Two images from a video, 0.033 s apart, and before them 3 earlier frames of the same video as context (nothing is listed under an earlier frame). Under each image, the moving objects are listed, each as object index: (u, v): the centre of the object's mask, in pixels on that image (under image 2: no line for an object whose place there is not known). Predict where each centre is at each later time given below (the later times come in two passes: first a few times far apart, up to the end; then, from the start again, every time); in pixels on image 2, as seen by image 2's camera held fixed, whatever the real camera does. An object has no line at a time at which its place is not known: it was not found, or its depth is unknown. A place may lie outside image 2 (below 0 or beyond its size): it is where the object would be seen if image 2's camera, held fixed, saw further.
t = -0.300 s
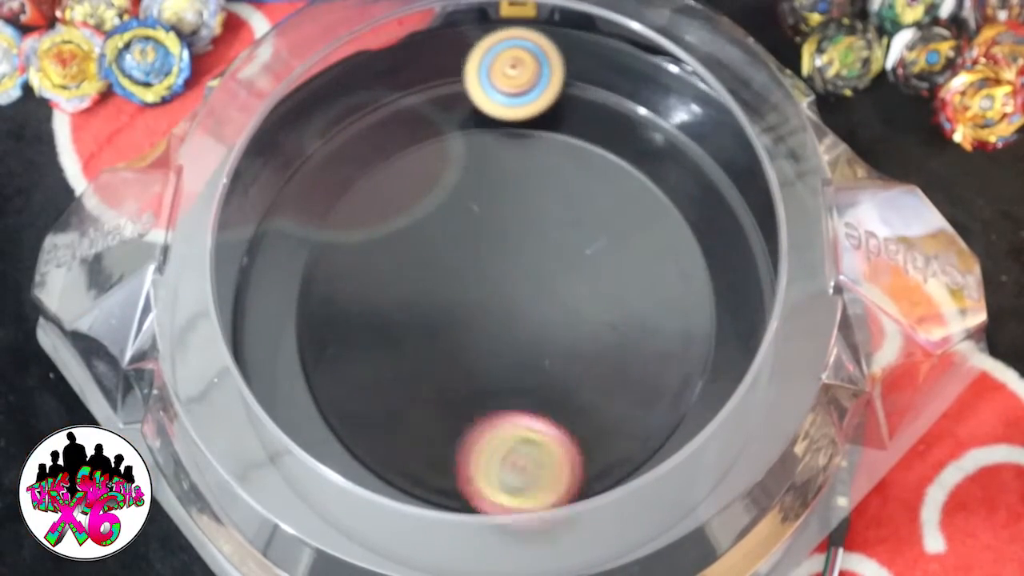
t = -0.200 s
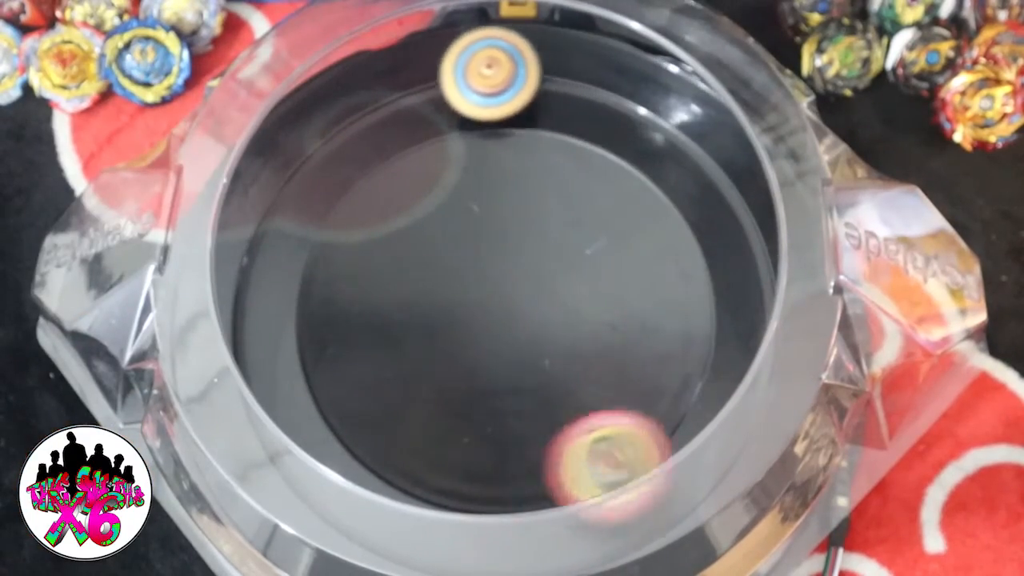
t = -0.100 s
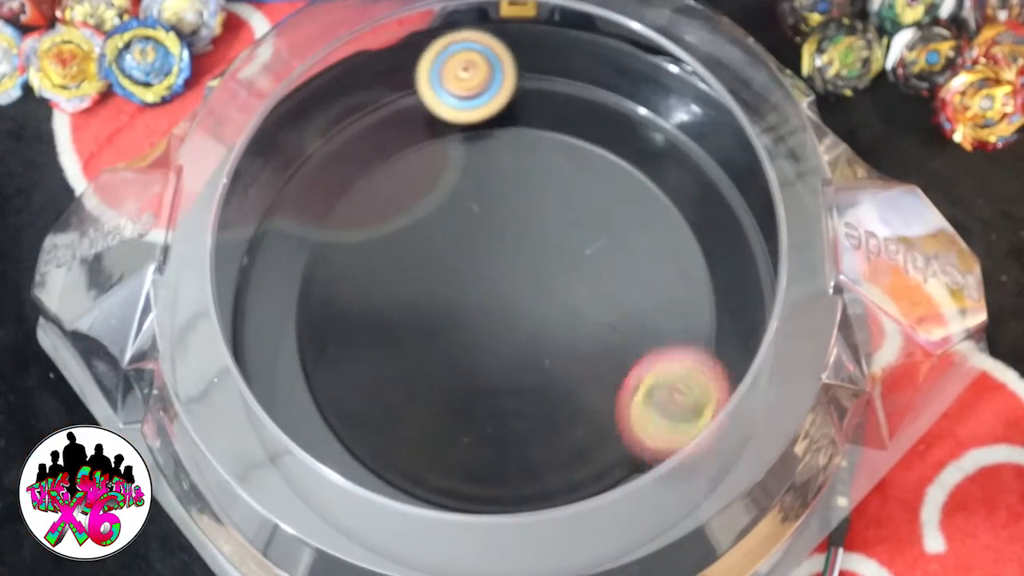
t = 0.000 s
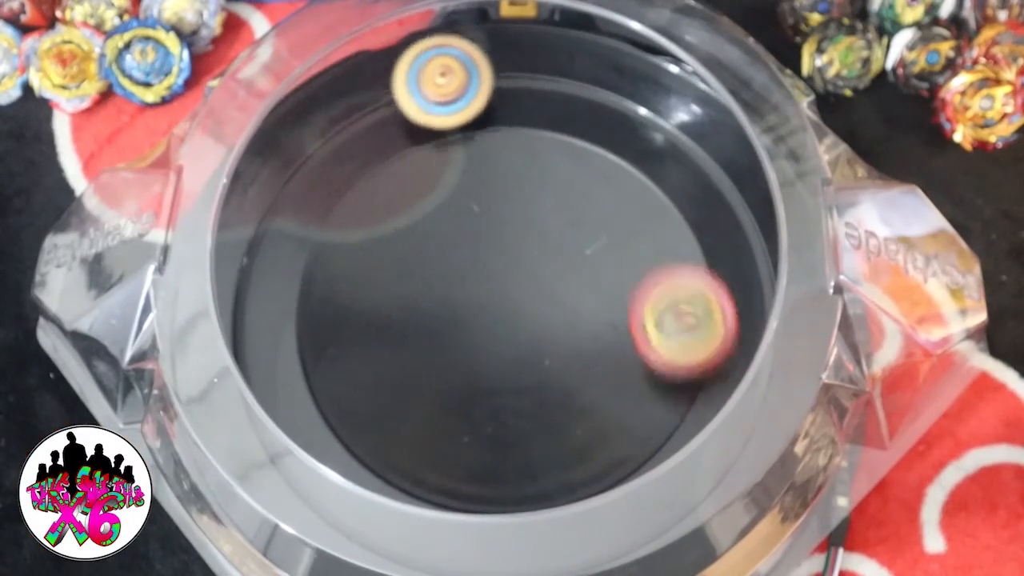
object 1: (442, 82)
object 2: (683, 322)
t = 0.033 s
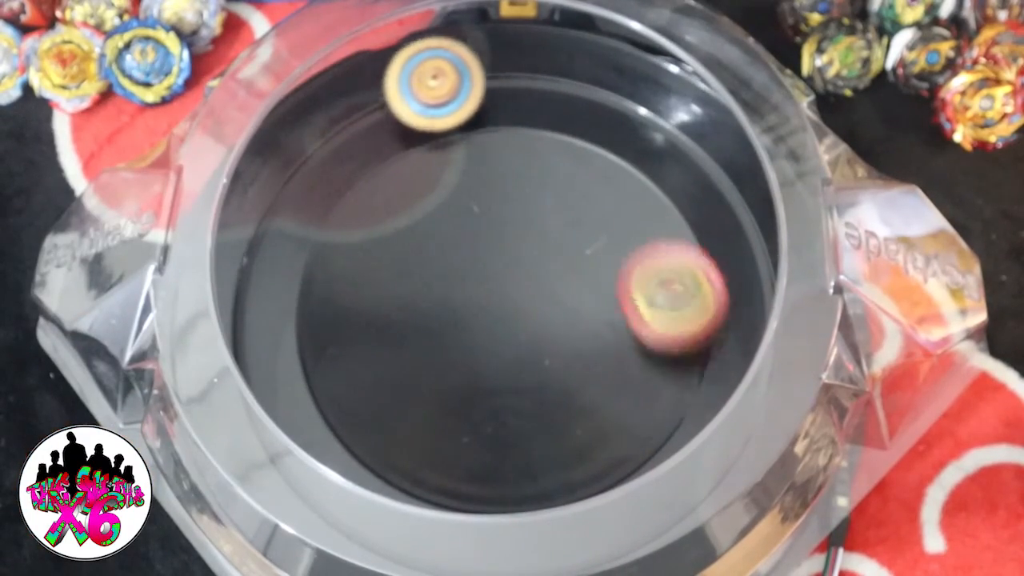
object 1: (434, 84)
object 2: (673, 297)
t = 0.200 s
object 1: (394, 100)
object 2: (544, 217)
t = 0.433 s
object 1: (342, 133)
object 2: (368, 332)
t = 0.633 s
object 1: (307, 169)
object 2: (418, 468)
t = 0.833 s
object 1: (282, 214)
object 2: (451, 537)
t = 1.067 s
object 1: (271, 276)
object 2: (403, 534)
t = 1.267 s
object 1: (281, 331)
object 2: (378, 526)
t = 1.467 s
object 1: (307, 383)
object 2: (349, 513)
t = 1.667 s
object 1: (337, 363)
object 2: (399, 528)
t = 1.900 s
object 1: (430, 306)
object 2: (450, 501)
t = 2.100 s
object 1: (518, 314)
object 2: (569, 427)
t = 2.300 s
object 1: (538, 247)
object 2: (673, 339)
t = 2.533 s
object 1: (524, 209)
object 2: (713, 231)
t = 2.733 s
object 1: (546, 214)
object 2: (751, 224)
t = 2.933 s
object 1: (547, 238)
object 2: (728, 231)
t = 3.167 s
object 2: (661, 243)
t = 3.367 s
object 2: (534, 201)
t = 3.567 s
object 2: (419, 213)
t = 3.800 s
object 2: (435, 233)
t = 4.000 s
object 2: (463, 277)
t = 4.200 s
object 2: (524, 241)
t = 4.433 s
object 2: (476, 207)
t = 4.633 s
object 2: (498, 308)
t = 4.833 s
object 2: (589, 293)
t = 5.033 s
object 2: (596, 216)
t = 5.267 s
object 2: (489, 273)
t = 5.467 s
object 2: (512, 369)
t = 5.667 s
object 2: (603, 380)
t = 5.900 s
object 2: (594, 297)
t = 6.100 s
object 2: (478, 304)
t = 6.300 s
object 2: (444, 385)
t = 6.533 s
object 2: (509, 450)
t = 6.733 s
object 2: (552, 362)
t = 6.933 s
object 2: (484, 281)
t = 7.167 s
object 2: (386, 303)
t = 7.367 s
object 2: (389, 371)
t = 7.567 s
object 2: (493, 360)
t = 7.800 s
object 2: (521, 257)
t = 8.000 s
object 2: (458, 207)
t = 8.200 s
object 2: (412, 257)
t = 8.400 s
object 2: (463, 324)
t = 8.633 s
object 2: (432, 316)
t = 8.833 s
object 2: (429, 348)
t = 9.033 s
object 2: (454, 369)
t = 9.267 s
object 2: (477, 386)
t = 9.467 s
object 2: (500, 375)
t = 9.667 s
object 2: (510, 387)
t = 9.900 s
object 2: (517, 395)
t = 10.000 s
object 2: (520, 387)
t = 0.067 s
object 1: (426, 87)
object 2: (655, 272)
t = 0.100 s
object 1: (418, 90)
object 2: (633, 252)
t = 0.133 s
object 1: (410, 93)
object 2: (606, 235)
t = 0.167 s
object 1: (402, 97)
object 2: (576, 224)
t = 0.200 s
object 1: (394, 100)
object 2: (544, 217)
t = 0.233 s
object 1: (386, 104)
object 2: (510, 217)
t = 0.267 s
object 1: (379, 108)
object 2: (477, 223)
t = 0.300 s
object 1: (371, 113)
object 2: (445, 236)
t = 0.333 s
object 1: (363, 118)
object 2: (417, 255)
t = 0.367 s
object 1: (356, 122)
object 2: (394, 278)
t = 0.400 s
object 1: (349, 128)
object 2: (377, 304)
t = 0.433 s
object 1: (342, 133)
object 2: (368, 332)
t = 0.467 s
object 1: (336, 139)
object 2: (364, 359)
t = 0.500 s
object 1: (330, 145)
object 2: (365, 386)
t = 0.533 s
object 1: (324, 150)
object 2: (369, 413)
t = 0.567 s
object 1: (318, 156)
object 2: (380, 436)
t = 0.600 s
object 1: (312, 162)
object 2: (397, 453)
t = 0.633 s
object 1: (307, 169)
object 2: (418, 468)
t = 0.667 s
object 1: (301, 176)
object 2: (437, 494)
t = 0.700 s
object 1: (297, 183)
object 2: (452, 507)
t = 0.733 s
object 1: (293, 190)
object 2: (464, 521)
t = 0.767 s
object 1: (289, 198)
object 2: (467, 529)
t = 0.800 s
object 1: (286, 206)
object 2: (462, 533)
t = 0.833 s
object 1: (282, 214)
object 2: (451, 537)
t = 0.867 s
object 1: (280, 222)
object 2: (439, 539)
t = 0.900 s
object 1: (277, 231)
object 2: (431, 540)
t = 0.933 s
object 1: (275, 239)
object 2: (429, 537)
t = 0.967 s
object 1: (273, 249)
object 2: (422, 535)
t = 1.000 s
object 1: (272, 257)
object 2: (414, 535)
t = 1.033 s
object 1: (271, 267)
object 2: (405, 535)
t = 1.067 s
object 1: (271, 276)
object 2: (403, 534)
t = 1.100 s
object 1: (272, 285)
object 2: (403, 532)
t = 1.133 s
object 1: (273, 295)
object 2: (398, 531)
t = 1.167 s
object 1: (274, 304)
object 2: (391, 530)
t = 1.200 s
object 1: (276, 313)
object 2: (384, 529)
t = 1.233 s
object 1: (278, 322)
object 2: (380, 528)
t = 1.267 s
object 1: (281, 331)
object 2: (378, 526)
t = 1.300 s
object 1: (284, 340)
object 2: (373, 525)
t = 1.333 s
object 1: (288, 349)
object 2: (368, 524)
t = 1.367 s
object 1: (292, 357)
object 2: (362, 521)
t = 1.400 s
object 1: (296, 366)
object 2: (357, 519)
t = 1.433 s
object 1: (302, 375)
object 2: (353, 517)
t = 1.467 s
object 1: (307, 383)
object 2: (349, 513)
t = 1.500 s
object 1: (313, 392)
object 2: (345, 510)
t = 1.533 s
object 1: (316, 394)
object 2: (343, 517)
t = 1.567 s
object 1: (316, 389)
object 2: (354, 521)
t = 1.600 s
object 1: (321, 383)
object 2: (372, 525)
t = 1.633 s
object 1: (328, 373)
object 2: (387, 528)
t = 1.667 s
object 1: (337, 363)
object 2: (399, 528)
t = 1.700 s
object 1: (348, 353)
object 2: (409, 530)
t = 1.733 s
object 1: (359, 343)
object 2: (418, 527)
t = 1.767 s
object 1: (372, 334)
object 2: (425, 526)
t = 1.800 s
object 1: (385, 326)
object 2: (433, 522)
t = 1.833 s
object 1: (399, 317)
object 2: (439, 518)
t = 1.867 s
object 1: (414, 311)
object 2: (444, 510)
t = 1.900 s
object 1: (430, 306)
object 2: (450, 501)
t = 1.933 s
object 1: (445, 303)
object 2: (460, 492)
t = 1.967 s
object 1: (460, 303)
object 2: (476, 480)
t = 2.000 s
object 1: (476, 303)
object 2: (497, 466)
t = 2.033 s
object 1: (491, 306)
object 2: (522, 458)
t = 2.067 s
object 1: (505, 309)
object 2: (547, 445)
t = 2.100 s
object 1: (518, 314)
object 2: (569, 427)
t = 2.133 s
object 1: (529, 318)
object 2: (590, 407)
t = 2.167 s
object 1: (524, 303)
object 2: (616, 402)
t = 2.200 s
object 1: (517, 282)
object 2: (641, 397)
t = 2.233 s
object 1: (514, 265)
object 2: (658, 383)
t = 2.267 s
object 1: (521, 254)
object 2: (668, 363)
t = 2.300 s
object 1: (538, 247)
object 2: (673, 339)
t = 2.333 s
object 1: (559, 244)
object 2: (674, 314)
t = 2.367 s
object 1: (574, 244)
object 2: (672, 289)
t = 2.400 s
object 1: (562, 234)
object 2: (688, 277)
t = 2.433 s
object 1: (543, 223)
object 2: (703, 267)
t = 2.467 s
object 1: (531, 216)
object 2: (707, 253)
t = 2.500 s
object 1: (526, 211)
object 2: (708, 240)
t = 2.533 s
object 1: (524, 209)
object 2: (713, 231)
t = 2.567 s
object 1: (526, 209)
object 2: (720, 228)
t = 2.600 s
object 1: (529, 210)
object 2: (727, 227)
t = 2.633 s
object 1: (534, 210)
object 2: (733, 226)
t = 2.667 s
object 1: (539, 211)
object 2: (737, 226)
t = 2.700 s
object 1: (542, 212)
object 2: (741, 226)
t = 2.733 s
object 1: (546, 214)
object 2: (751, 224)
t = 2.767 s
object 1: (548, 216)
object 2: (746, 224)
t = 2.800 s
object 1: (549, 220)
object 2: (742, 223)
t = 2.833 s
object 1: (549, 224)
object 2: (740, 224)
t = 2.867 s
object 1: (549, 229)
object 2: (734, 227)
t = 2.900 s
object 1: (548, 234)
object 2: (732, 229)
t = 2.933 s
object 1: (547, 238)
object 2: (728, 231)
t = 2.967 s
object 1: (546, 243)
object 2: (724, 233)
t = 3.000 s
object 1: (543, 249)
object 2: (719, 236)
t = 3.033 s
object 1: (541, 254)
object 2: (713, 241)
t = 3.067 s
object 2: (707, 245)
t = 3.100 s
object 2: (696, 249)
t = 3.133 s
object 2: (681, 248)
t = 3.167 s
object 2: (661, 243)
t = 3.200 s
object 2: (641, 235)
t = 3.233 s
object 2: (620, 225)
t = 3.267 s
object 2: (597, 216)
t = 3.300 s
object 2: (574, 210)
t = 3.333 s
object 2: (556, 202)
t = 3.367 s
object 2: (534, 201)
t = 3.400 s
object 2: (509, 203)
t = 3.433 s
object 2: (485, 210)
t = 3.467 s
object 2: (467, 208)
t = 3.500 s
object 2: (451, 202)
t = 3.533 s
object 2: (435, 205)
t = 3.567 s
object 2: (419, 213)
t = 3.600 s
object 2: (406, 224)
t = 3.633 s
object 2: (400, 233)
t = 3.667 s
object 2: (401, 233)
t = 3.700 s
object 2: (410, 229)
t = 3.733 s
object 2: (420, 227)
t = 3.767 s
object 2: (428, 229)
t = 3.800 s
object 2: (435, 233)
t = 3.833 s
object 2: (439, 238)
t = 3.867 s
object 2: (441, 245)
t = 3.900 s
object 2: (442, 253)
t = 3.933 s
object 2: (445, 262)
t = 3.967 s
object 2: (452, 270)
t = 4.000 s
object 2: (463, 277)
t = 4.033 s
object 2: (477, 280)
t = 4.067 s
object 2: (492, 278)
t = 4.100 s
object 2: (505, 273)
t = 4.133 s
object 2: (515, 265)
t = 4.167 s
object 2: (522, 254)
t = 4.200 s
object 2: (524, 241)
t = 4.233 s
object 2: (523, 228)
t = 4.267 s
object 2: (519, 215)
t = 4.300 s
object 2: (513, 204)
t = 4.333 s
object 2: (504, 197)
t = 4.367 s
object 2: (495, 193)
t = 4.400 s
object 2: (485, 196)
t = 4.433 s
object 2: (476, 207)
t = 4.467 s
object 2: (470, 221)
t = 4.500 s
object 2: (467, 238)
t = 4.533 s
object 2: (468, 258)
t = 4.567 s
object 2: (473, 278)
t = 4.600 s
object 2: (484, 295)
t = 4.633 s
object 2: (498, 308)
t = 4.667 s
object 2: (515, 316)
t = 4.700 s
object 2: (532, 319)
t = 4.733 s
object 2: (548, 318)
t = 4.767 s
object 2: (564, 313)
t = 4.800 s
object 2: (578, 305)
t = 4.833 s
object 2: (589, 293)
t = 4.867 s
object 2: (598, 280)
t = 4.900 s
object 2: (604, 267)
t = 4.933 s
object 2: (608, 253)
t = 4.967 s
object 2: (608, 239)
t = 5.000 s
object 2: (605, 226)
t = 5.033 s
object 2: (596, 216)
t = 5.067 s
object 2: (582, 211)
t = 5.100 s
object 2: (567, 212)
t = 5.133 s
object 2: (549, 217)
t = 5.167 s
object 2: (531, 226)
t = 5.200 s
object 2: (514, 238)
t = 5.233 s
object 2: (500, 255)
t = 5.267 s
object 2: (489, 273)
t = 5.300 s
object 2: (484, 292)
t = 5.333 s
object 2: (482, 311)
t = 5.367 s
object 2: (485, 328)
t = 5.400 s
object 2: (492, 344)
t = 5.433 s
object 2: (500, 358)
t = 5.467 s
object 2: (512, 369)
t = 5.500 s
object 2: (525, 377)
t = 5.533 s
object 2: (540, 382)
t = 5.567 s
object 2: (556, 385)
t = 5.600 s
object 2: (572, 386)
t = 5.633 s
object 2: (588, 385)
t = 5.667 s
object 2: (603, 380)
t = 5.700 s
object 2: (615, 372)
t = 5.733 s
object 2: (623, 362)
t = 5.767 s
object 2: (627, 349)
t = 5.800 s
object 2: (626, 334)
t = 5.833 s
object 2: (620, 320)
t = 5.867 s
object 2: (610, 307)
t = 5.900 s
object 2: (594, 297)
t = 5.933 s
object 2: (576, 290)
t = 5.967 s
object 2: (555, 285)
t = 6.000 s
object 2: (534, 284)
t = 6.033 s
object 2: (514, 287)
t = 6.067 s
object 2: (495, 294)
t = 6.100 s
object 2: (478, 304)
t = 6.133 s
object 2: (465, 315)
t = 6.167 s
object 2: (455, 328)
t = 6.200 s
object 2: (448, 342)
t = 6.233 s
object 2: (445, 356)
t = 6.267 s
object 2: (444, 370)
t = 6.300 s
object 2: (444, 385)
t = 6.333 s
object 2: (448, 399)
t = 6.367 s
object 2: (452, 413)
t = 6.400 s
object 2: (459, 426)
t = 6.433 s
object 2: (468, 438)
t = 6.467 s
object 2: (480, 447)
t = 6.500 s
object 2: (494, 451)
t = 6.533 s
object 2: (509, 450)
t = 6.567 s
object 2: (524, 443)
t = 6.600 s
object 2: (535, 431)
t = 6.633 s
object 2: (544, 416)
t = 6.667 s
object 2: (550, 399)
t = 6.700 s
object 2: (552, 382)
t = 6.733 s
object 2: (552, 362)
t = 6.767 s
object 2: (548, 343)
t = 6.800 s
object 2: (540, 326)
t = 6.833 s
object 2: (530, 310)
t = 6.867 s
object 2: (515, 298)
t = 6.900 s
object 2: (500, 288)
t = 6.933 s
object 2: (484, 281)
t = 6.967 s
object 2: (468, 277)
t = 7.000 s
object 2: (453, 277)
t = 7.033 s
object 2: (438, 279)
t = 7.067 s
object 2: (424, 283)
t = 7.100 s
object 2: (411, 288)
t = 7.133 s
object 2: (398, 295)
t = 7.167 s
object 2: (386, 303)
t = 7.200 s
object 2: (376, 314)
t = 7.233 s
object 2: (371, 325)
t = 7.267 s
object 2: (369, 338)
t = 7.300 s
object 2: (371, 351)
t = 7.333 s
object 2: (377, 362)
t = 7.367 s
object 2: (389, 371)
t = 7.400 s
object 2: (405, 378)
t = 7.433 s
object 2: (421, 381)
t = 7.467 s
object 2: (439, 380)
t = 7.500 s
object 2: (457, 377)
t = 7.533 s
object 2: (477, 370)
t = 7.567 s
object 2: (493, 360)
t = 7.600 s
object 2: (506, 348)
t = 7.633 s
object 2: (517, 333)
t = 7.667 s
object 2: (524, 317)
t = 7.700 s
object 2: (528, 302)
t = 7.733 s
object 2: (528, 286)
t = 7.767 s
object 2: (526, 271)
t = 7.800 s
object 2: (521, 257)
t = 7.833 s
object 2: (514, 244)
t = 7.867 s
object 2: (505, 234)
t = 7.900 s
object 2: (495, 224)
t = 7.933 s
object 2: (484, 216)
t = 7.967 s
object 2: (471, 211)
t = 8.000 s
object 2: (458, 207)
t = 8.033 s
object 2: (445, 207)
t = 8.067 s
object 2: (432, 209)
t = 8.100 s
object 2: (421, 216)
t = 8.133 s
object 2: (413, 227)
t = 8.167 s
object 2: (411, 241)
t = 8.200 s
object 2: (412, 257)
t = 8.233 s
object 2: (416, 274)
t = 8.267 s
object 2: (425, 291)
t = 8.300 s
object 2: (436, 306)
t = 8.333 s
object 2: (451, 318)
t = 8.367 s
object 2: (466, 326)
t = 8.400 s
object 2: (463, 324)
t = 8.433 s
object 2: (457, 320)
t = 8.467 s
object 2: (455, 318)
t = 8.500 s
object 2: (451, 312)
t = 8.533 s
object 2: (446, 308)
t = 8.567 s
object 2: (441, 308)
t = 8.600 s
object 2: (438, 311)
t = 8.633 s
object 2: (432, 316)
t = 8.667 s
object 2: (421, 320)
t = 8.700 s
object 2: (415, 326)
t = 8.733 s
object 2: (414, 333)
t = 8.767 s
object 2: (417, 339)
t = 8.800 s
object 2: (424, 343)
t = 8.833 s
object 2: (429, 348)
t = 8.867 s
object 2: (431, 352)
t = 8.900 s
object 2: (436, 356)
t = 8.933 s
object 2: (441, 359)
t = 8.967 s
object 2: (445, 363)
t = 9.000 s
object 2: (449, 365)
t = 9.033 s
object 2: (454, 369)
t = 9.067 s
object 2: (456, 373)
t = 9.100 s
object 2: (461, 375)
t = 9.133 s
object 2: (466, 374)
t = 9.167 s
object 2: (472, 372)
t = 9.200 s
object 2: (475, 376)
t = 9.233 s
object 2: (475, 382)
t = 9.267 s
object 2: (477, 386)
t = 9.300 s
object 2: (481, 387)
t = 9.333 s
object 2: (485, 386)
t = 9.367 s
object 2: (489, 383)
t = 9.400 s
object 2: (492, 377)
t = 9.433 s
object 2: (496, 377)
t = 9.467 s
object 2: (500, 375)
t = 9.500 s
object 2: (504, 373)
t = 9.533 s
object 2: (507, 377)
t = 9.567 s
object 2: (507, 383)
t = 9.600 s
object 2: (508, 386)
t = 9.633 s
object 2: (509, 387)
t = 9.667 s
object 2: (510, 387)
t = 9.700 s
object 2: (511, 384)
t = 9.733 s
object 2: (511, 379)
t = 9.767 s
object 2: (509, 382)
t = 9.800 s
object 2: (510, 388)
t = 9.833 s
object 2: (512, 393)
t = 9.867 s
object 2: (514, 395)
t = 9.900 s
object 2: (517, 395)
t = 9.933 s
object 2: (519, 393)
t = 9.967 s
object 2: (521, 388)
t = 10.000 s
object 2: (520, 387)
